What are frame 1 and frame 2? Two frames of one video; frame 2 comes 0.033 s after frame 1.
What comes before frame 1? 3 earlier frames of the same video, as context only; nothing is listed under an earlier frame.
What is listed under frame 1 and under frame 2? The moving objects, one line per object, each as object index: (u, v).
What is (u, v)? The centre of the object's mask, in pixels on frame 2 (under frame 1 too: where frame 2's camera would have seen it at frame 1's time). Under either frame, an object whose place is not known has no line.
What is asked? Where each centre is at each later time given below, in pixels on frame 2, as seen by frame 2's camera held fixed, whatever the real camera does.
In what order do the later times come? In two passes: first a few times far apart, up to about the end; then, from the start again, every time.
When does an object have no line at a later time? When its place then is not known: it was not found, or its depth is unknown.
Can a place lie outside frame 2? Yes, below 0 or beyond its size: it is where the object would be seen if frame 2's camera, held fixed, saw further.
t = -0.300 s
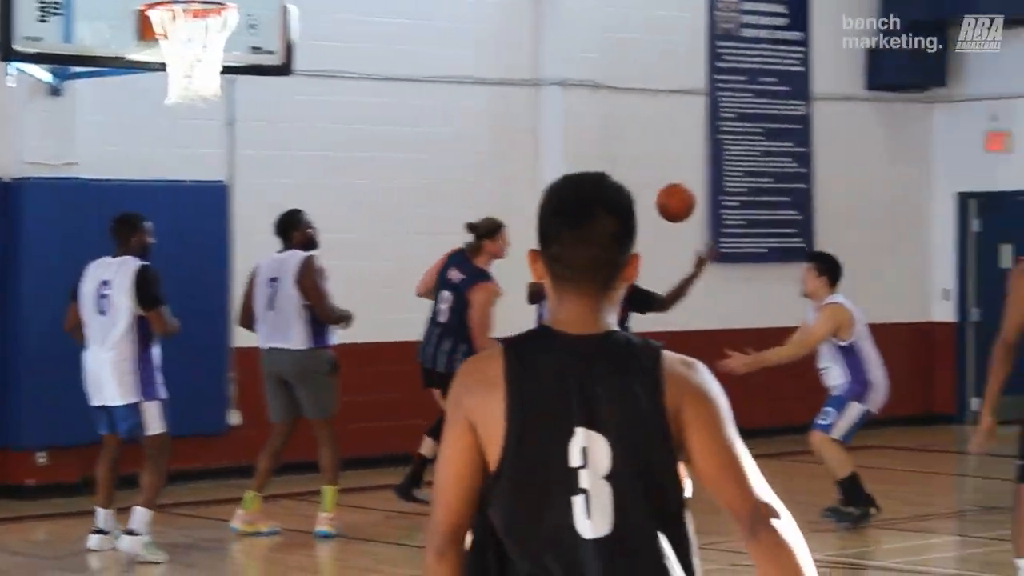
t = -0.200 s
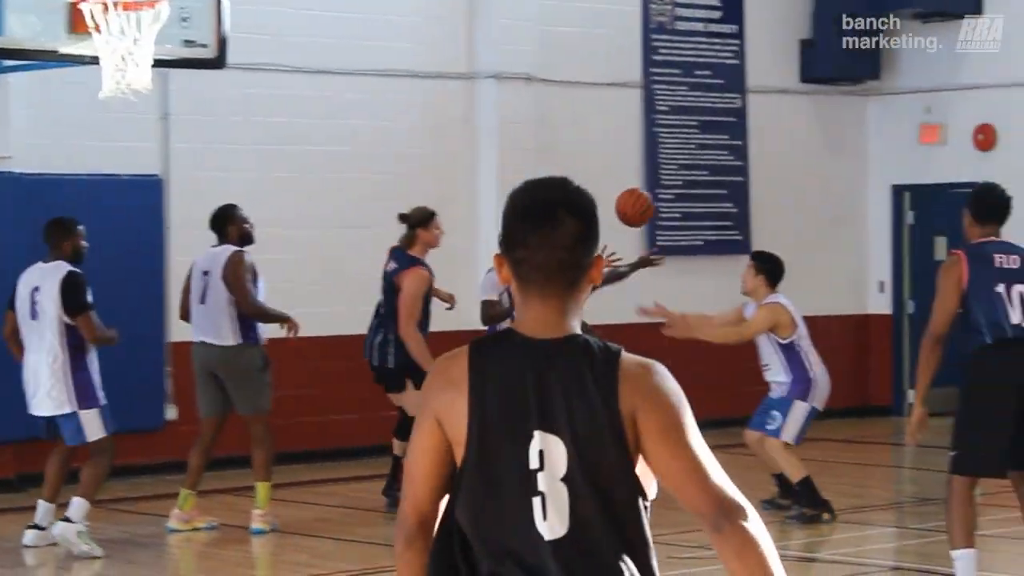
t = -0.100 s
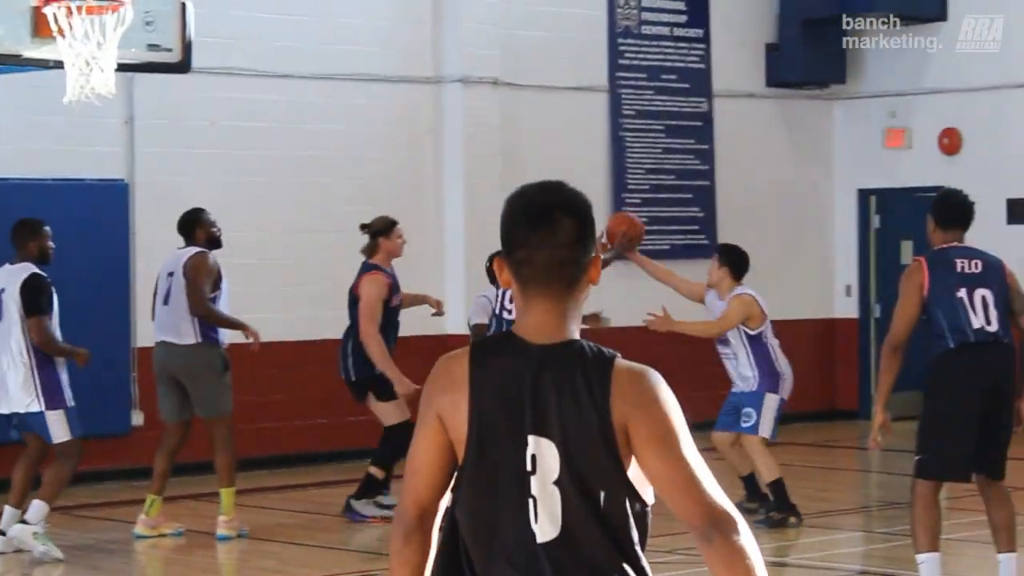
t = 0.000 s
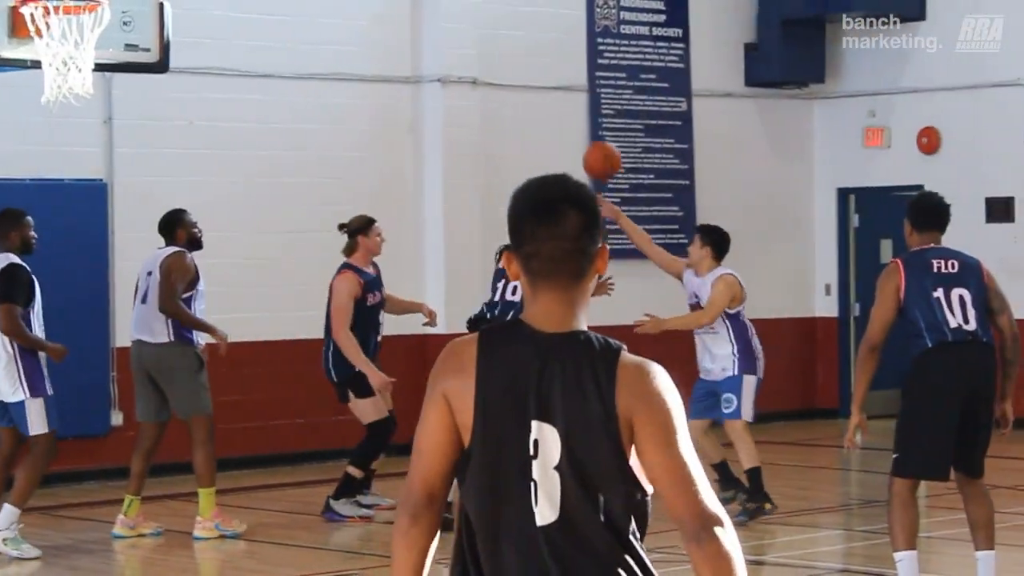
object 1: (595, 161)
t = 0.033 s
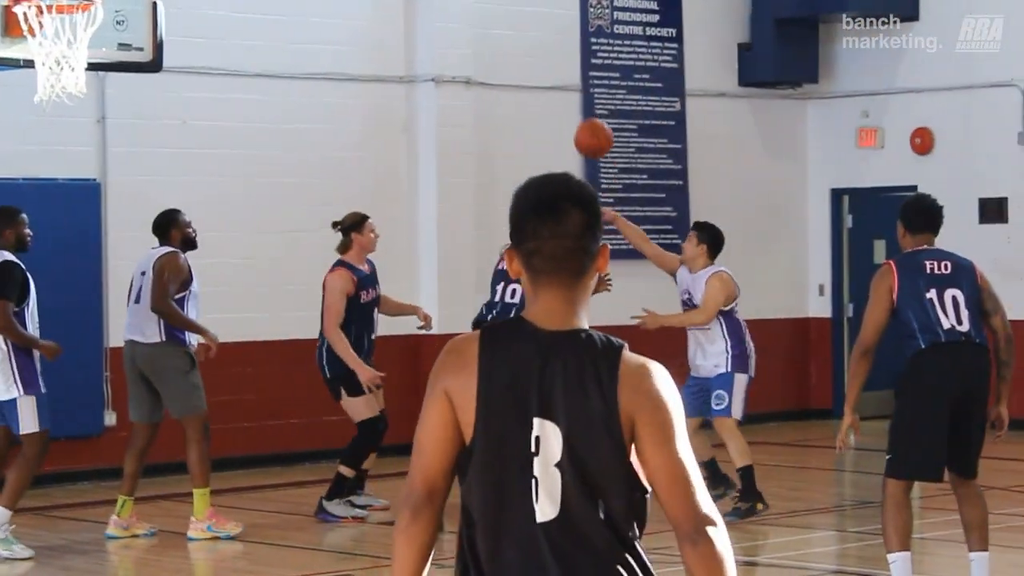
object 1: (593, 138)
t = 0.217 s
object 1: (583, 46)
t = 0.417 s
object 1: (571, 7)
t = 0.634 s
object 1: (559, 40)
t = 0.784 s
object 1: (551, 115)
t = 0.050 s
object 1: (593, 128)
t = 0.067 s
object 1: (591, 118)
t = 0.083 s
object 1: (590, 109)
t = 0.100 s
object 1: (590, 99)
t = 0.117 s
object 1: (589, 91)
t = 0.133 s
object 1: (588, 82)
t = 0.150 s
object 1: (587, 74)
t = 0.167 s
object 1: (586, 67)
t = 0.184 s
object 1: (585, 60)
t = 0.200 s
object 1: (584, 53)
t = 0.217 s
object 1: (583, 46)
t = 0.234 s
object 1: (582, 41)
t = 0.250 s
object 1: (581, 35)
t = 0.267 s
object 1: (580, 30)
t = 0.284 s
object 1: (579, 26)
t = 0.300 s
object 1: (578, 22)
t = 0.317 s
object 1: (577, 19)
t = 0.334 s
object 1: (576, 17)
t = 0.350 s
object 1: (576, 15)
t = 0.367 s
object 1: (574, 13)
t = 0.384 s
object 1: (573, 10)
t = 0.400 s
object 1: (572, 8)
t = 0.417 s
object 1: (571, 7)
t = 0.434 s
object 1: (570, 5)
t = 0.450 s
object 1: (569, 5)
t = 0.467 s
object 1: (568, 6)
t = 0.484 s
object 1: (567, 7)
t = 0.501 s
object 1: (567, 9)
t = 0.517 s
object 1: (566, 11)
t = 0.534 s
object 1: (565, 14)
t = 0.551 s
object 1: (564, 16)
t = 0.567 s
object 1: (563, 20)
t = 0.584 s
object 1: (562, 24)
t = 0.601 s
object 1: (561, 29)
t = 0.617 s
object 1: (560, 34)
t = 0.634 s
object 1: (559, 40)
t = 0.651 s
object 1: (558, 46)
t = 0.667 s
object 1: (557, 53)
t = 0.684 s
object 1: (556, 60)
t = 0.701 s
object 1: (555, 68)
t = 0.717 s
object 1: (555, 76)
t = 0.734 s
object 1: (554, 84)
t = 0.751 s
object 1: (553, 94)
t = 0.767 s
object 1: (552, 104)
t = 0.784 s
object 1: (551, 115)
